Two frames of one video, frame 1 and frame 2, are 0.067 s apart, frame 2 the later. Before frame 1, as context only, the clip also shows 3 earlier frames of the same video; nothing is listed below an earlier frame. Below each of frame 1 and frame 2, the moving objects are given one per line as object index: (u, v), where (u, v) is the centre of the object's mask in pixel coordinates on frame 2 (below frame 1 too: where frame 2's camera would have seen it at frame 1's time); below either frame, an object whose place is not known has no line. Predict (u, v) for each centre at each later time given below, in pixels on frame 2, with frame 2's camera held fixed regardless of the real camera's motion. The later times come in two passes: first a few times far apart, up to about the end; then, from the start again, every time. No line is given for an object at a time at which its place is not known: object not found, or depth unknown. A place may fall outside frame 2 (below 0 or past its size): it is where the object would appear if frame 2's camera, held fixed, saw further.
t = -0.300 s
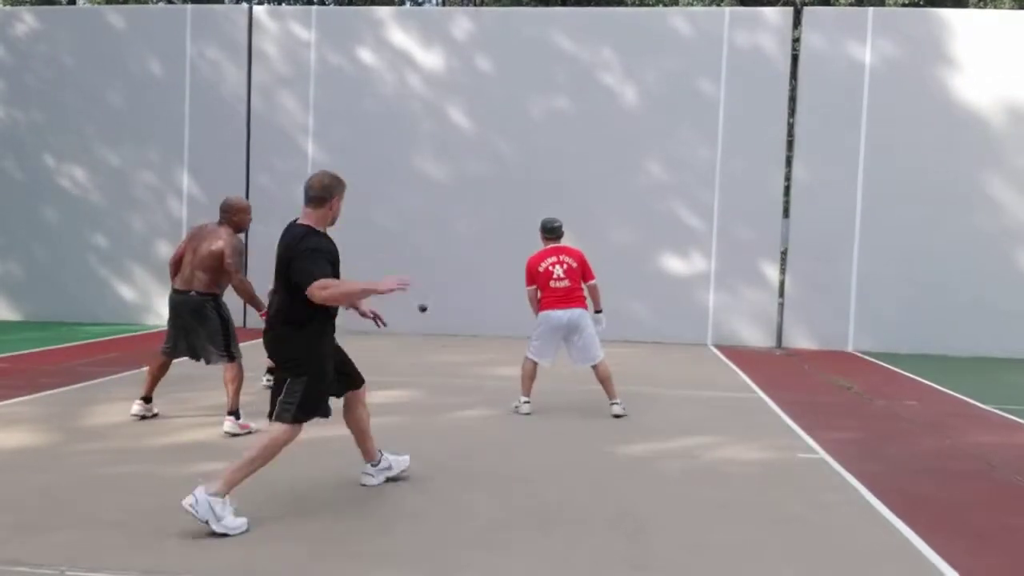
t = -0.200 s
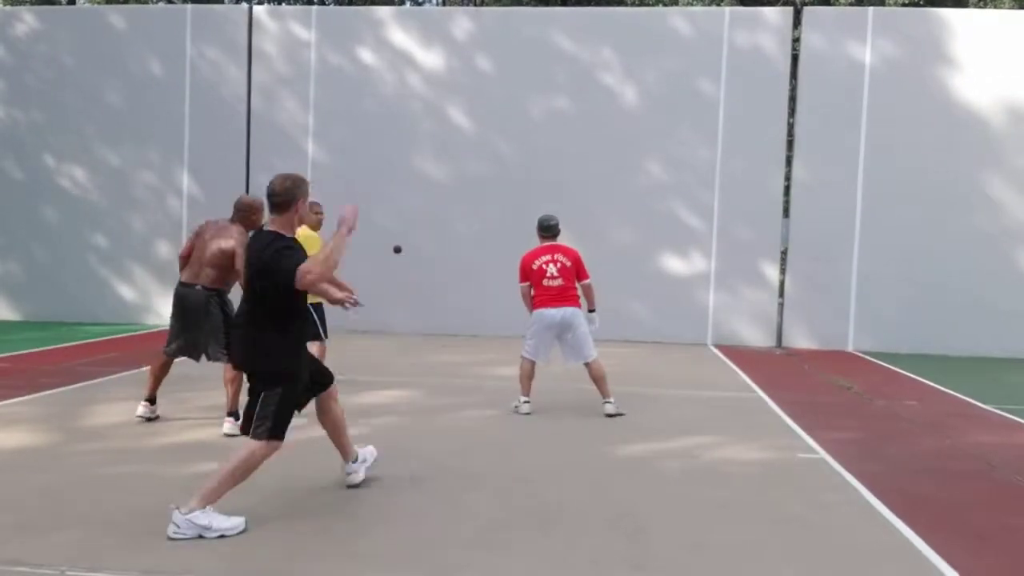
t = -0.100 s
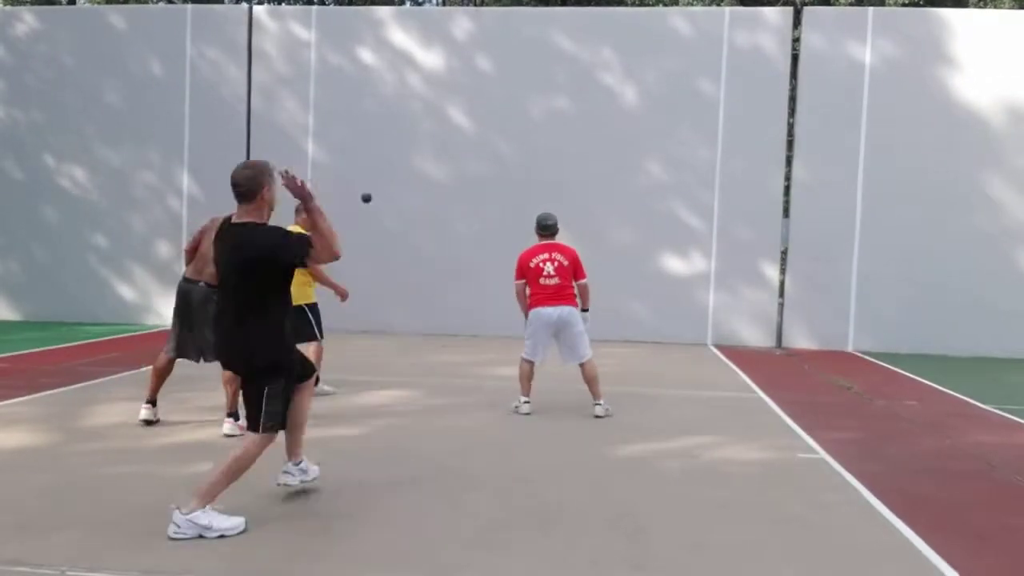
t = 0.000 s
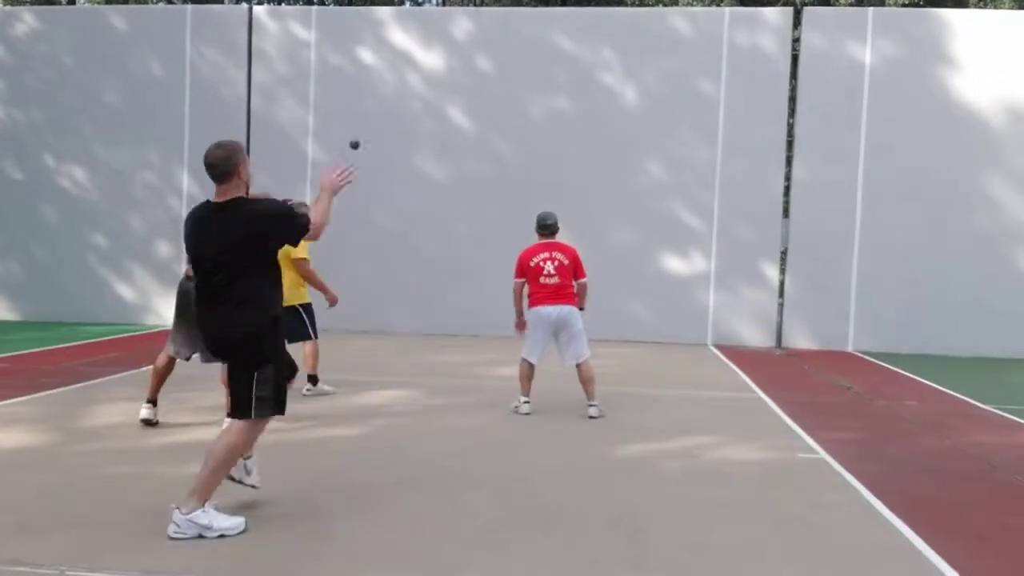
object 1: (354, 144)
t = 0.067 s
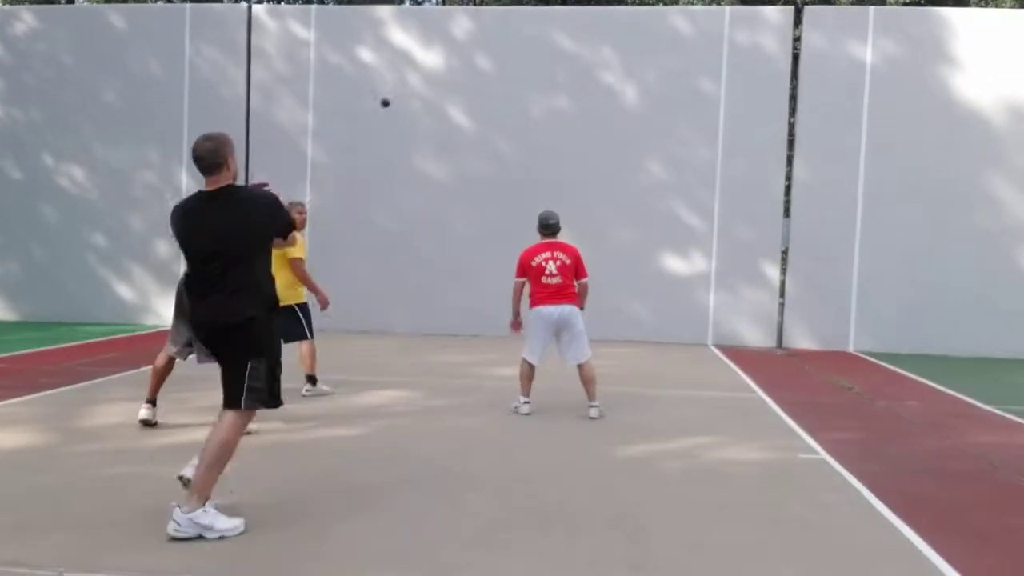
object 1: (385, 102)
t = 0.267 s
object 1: (443, 55)
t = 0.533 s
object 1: (484, 75)
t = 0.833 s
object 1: (508, 138)
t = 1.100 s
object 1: (490, 214)
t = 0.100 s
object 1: (398, 88)
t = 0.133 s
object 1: (409, 77)
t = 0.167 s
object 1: (418, 68)
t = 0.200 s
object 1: (427, 62)
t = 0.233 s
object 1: (436, 58)
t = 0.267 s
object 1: (443, 55)
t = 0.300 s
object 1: (450, 54)
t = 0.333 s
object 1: (457, 55)
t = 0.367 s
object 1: (461, 55)
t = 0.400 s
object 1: (467, 57)
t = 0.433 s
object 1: (471, 60)
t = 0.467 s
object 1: (476, 64)
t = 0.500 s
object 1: (480, 69)
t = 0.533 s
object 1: (484, 75)
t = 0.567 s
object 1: (487, 80)
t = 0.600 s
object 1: (490, 85)
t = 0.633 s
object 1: (493, 91)
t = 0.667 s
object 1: (496, 98)
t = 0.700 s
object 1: (498, 106)
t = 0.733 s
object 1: (501, 113)
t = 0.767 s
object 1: (503, 122)
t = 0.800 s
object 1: (505, 130)
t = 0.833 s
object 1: (508, 138)
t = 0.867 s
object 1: (509, 148)
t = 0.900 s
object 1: (512, 156)
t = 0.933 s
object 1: (509, 162)
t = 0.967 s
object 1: (505, 172)
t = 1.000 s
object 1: (503, 183)
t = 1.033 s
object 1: (498, 191)
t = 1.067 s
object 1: (495, 200)
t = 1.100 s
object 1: (490, 214)
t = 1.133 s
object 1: (486, 226)
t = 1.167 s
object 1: (482, 243)
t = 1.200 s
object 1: (478, 261)
